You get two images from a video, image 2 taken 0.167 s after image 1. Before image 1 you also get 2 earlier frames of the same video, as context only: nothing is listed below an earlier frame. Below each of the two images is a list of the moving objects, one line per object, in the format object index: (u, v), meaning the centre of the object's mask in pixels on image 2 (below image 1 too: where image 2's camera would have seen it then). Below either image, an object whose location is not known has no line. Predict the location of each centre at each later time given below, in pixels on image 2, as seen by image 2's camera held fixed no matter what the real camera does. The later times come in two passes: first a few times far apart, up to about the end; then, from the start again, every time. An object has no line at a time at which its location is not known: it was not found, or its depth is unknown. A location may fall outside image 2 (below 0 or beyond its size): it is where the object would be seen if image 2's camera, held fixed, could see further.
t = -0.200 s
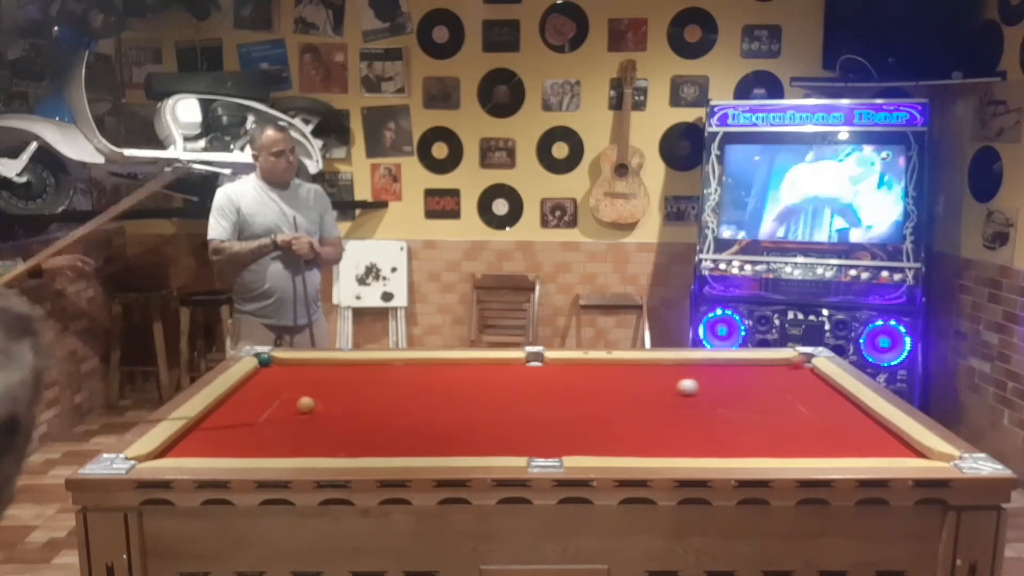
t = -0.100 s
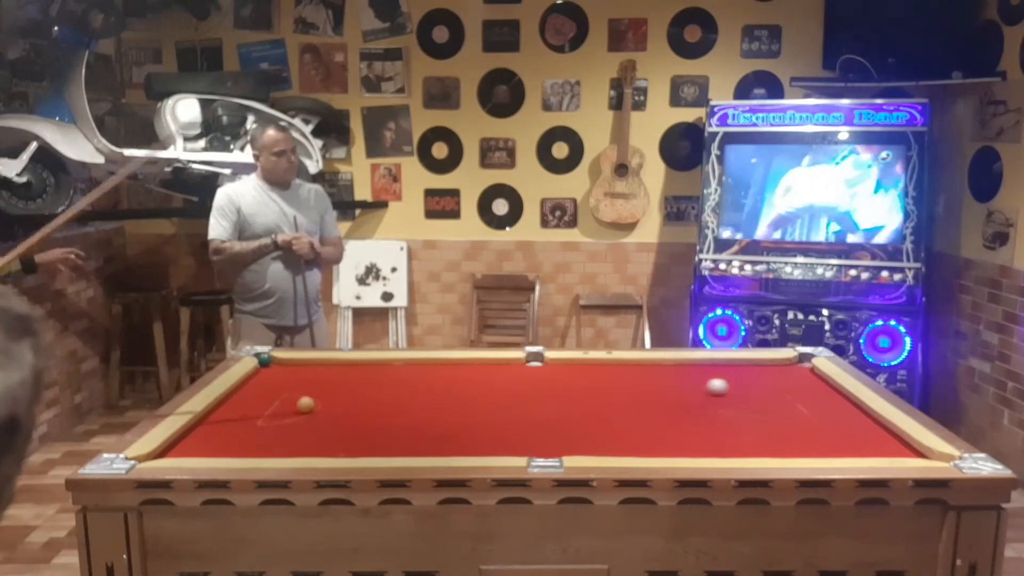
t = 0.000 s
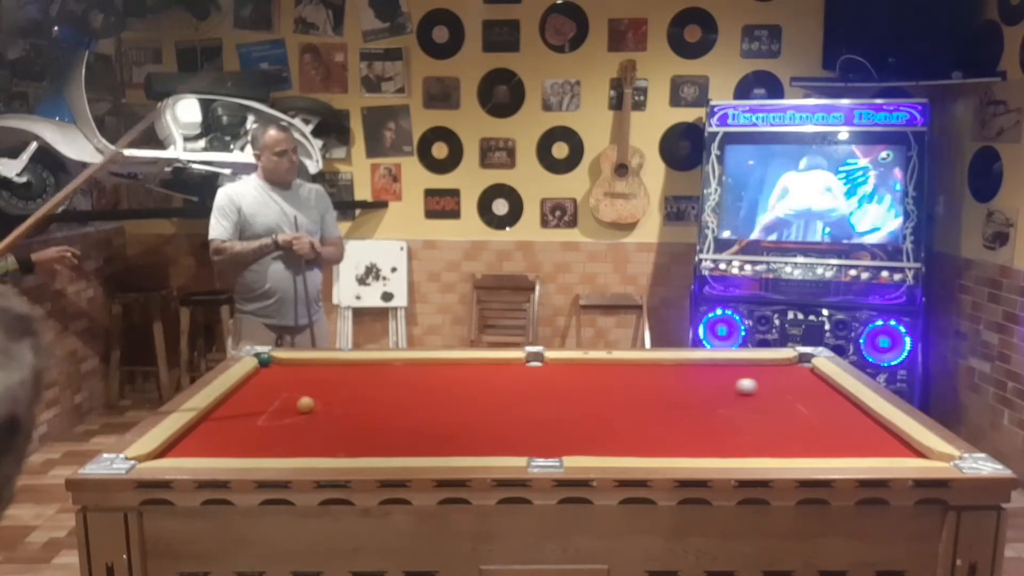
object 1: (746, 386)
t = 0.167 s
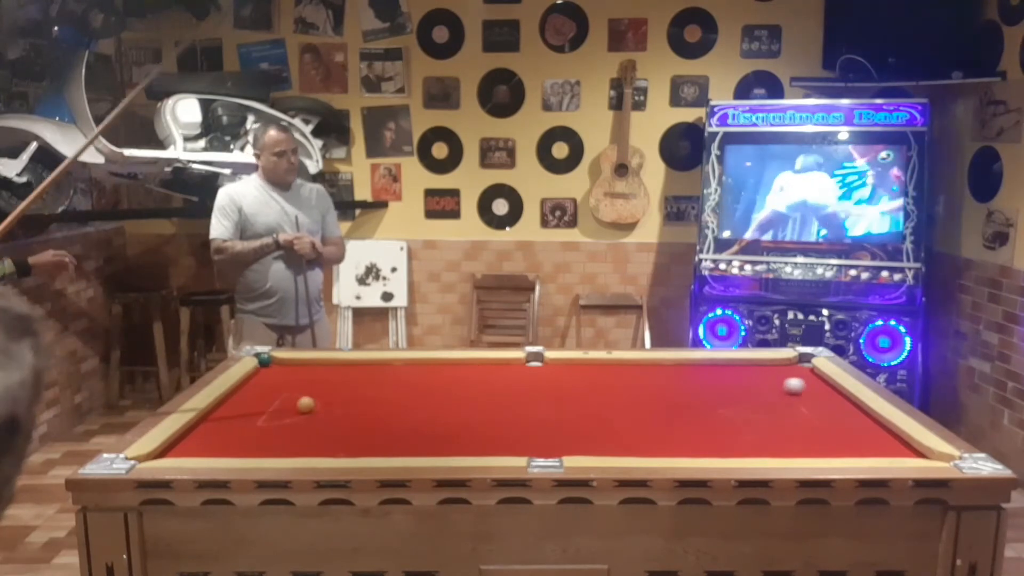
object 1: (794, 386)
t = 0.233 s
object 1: (812, 386)
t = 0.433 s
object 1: (808, 385)
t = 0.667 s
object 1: (765, 385)
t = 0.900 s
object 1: (723, 384)
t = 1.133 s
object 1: (683, 384)
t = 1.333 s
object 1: (650, 383)
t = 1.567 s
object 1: (612, 383)
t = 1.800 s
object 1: (577, 382)
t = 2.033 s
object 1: (543, 382)
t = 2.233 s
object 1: (515, 381)
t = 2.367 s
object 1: (497, 381)
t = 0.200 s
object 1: (803, 386)
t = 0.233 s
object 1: (812, 386)
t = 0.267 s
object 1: (821, 386)
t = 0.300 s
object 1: (830, 386)
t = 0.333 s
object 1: (828, 385)
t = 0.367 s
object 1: (821, 385)
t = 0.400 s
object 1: (814, 385)
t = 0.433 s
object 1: (808, 385)
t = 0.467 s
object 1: (802, 385)
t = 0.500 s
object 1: (796, 385)
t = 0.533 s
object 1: (790, 385)
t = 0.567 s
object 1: (783, 385)
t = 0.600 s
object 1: (778, 385)
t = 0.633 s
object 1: (771, 385)
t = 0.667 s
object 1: (765, 385)
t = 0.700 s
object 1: (759, 385)
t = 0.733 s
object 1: (753, 385)
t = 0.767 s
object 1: (747, 385)
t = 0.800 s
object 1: (741, 385)
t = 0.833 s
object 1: (735, 385)
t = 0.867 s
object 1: (729, 384)
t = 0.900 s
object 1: (723, 384)
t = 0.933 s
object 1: (718, 384)
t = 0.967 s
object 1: (712, 384)
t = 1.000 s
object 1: (706, 384)
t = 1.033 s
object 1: (700, 384)
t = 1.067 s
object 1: (694, 384)
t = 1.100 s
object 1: (689, 384)
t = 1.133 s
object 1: (683, 384)
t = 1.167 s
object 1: (678, 384)
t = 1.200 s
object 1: (672, 384)
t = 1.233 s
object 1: (667, 384)
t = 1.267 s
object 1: (661, 384)
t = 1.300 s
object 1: (655, 384)
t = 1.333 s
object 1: (650, 383)
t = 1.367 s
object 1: (644, 383)
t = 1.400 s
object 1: (639, 383)
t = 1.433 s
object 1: (634, 383)
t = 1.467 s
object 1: (628, 383)
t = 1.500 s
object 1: (623, 383)
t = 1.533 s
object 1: (618, 383)
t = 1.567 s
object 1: (612, 383)
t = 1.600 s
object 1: (607, 383)
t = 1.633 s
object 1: (602, 382)
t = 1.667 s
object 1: (597, 382)
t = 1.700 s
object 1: (592, 382)
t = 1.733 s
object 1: (587, 382)
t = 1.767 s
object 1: (582, 382)
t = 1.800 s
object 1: (577, 382)
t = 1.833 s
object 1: (572, 382)
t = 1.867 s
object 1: (567, 382)
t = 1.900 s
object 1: (562, 382)
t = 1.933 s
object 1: (557, 382)
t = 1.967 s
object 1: (552, 382)
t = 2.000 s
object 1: (547, 382)
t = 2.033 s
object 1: (543, 382)
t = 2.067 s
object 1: (538, 382)
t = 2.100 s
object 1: (533, 382)
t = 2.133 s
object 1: (528, 382)
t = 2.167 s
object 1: (524, 382)
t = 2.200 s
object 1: (519, 381)
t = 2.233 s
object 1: (515, 381)
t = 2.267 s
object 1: (510, 381)
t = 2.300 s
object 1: (506, 381)
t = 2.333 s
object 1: (501, 381)
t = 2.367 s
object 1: (497, 381)
